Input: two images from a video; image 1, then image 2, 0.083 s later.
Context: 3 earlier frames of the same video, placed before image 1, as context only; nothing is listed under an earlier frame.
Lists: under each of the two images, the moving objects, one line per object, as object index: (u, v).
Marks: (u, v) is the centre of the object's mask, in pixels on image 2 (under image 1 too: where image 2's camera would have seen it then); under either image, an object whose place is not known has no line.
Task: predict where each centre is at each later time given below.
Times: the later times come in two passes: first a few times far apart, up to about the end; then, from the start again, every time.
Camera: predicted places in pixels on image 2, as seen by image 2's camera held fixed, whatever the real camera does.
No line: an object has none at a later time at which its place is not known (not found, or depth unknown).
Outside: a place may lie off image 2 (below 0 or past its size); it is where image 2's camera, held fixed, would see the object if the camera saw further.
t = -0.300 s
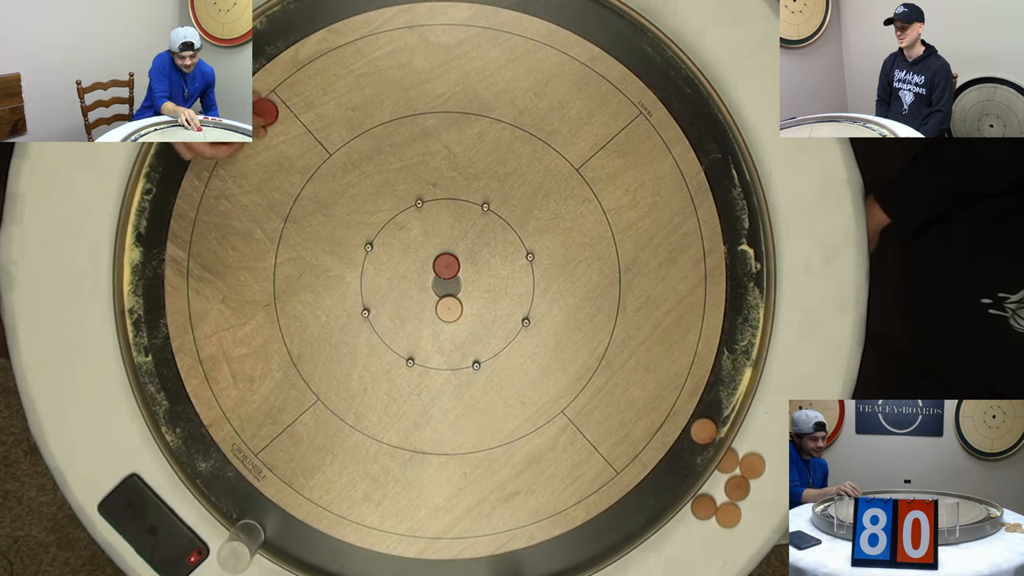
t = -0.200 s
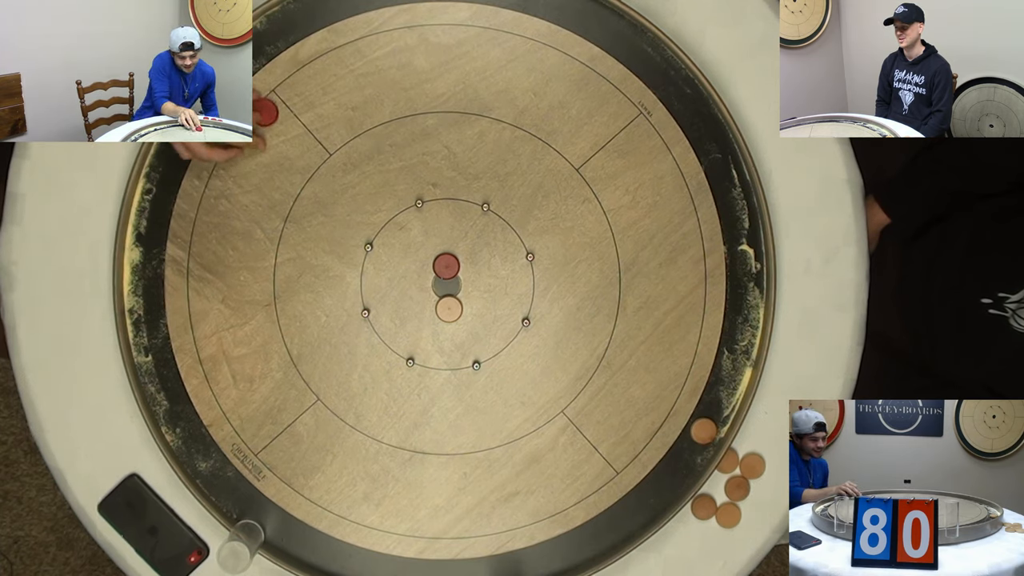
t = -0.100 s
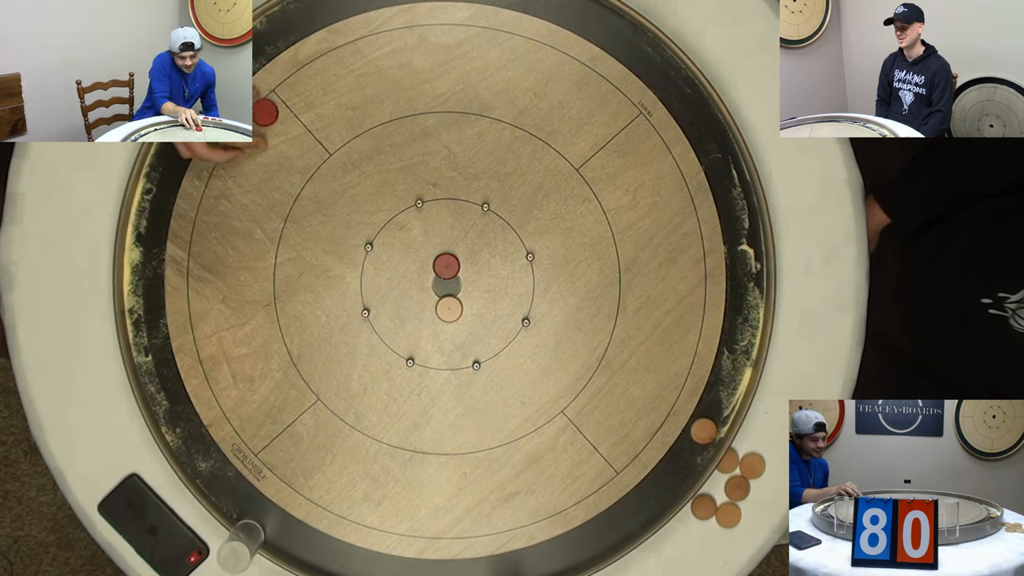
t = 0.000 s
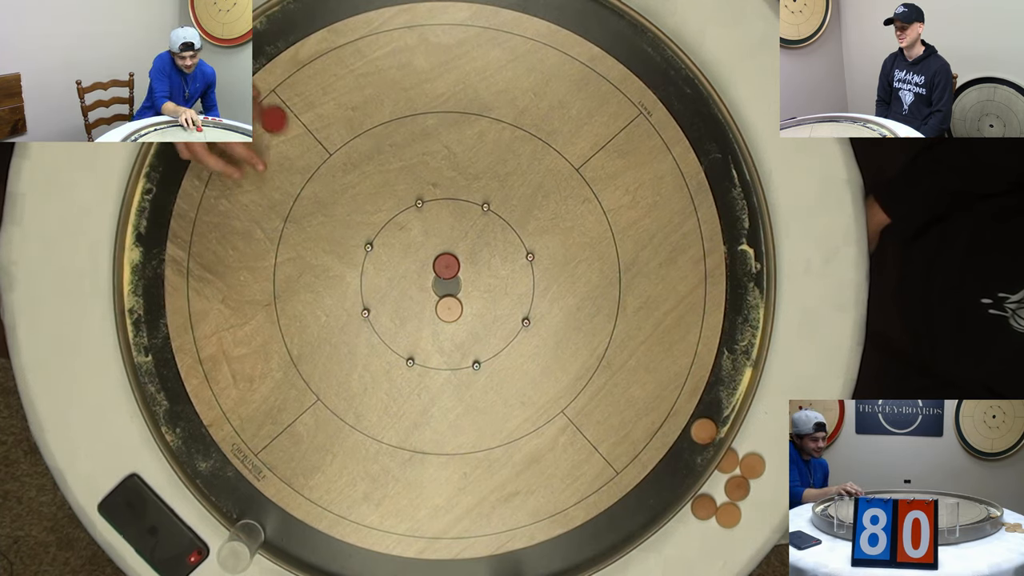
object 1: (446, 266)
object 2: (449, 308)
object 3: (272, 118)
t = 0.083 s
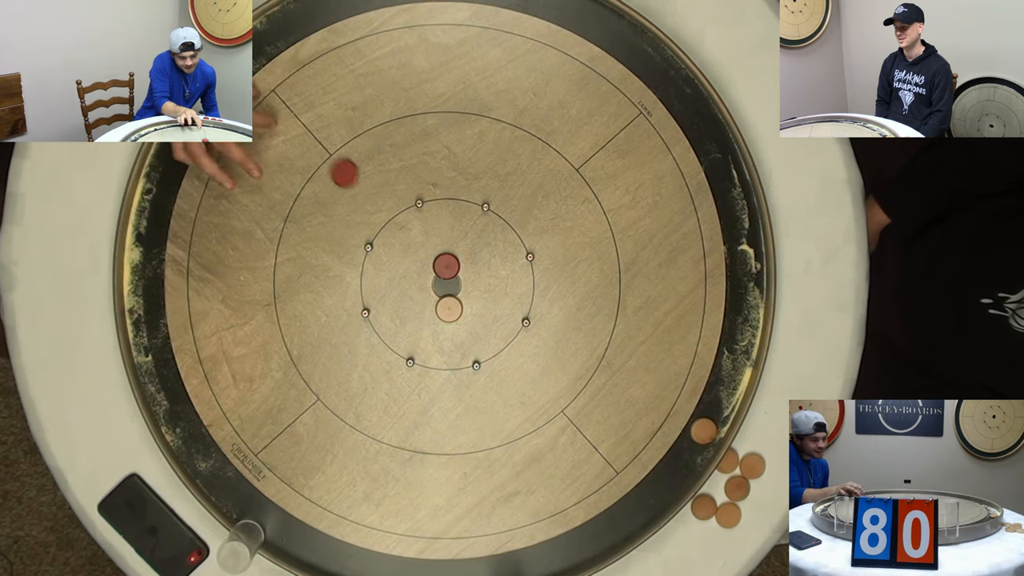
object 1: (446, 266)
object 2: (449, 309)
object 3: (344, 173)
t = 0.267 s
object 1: (478, 290)
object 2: (445, 325)
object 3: (454, 237)
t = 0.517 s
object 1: (553, 269)
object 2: (430, 382)
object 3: (492, 228)
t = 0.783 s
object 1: (595, 216)
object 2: (428, 387)
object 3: (498, 226)
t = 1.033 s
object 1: (616, 182)
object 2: (428, 387)
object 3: (498, 226)
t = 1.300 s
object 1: (630, 166)
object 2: (428, 387)
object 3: (498, 227)
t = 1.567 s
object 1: (633, 164)
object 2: (428, 387)
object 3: (498, 227)
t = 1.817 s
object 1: (633, 164)
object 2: (428, 387)
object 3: (498, 227)
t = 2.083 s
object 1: (633, 164)
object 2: (428, 387)
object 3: (498, 227)
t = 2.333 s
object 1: (633, 164)
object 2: (428, 387)
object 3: (498, 227)
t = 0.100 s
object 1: (446, 266)
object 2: (449, 308)
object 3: (358, 183)
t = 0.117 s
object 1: (446, 266)
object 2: (449, 308)
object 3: (371, 193)
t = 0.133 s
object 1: (446, 266)
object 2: (449, 308)
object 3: (385, 203)
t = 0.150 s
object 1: (446, 266)
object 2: (449, 309)
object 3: (397, 213)
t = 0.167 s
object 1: (446, 266)
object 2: (449, 308)
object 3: (411, 223)
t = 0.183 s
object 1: (446, 266)
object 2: (449, 309)
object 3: (424, 233)
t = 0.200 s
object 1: (448, 268)
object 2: (449, 308)
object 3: (435, 241)
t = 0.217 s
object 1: (455, 279)
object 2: (449, 308)
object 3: (440, 240)
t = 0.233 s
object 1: (463, 284)
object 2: (448, 313)
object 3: (445, 239)
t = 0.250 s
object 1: (470, 287)
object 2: (446, 319)
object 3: (449, 238)
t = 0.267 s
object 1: (478, 290)
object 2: (445, 325)
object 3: (454, 237)
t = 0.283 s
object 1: (486, 292)
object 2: (443, 331)
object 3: (458, 236)
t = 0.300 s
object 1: (493, 295)
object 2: (442, 336)
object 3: (461, 235)
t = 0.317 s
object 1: (500, 298)
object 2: (441, 341)
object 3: (465, 234)
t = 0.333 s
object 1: (506, 300)
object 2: (440, 346)
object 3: (468, 234)
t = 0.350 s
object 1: (513, 302)
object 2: (438, 351)
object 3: (471, 233)
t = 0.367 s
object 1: (520, 305)
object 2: (437, 355)
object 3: (474, 232)
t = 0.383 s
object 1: (524, 302)
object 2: (436, 359)
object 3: (477, 232)
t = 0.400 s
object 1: (528, 297)
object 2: (435, 363)
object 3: (479, 231)
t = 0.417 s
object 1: (532, 293)
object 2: (435, 367)
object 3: (482, 231)
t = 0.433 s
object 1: (536, 289)
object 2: (434, 370)
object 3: (484, 230)
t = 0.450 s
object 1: (539, 285)
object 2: (433, 373)
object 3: (486, 229)
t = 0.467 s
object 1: (543, 281)
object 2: (432, 375)
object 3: (488, 229)
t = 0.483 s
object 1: (546, 277)
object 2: (431, 378)
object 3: (489, 229)
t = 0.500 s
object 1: (550, 273)
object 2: (431, 380)
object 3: (491, 228)
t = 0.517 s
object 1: (553, 269)
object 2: (430, 382)
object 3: (492, 228)
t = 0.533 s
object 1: (556, 265)
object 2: (430, 383)
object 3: (494, 227)
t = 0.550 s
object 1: (559, 261)
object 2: (429, 384)
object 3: (495, 227)
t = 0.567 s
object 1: (562, 257)
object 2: (429, 385)
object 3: (496, 227)
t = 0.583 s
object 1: (565, 254)
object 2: (428, 386)
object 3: (496, 226)
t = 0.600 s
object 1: (568, 250)
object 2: (428, 386)
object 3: (497, 226)
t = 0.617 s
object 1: (571, 246)
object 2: (428, 387)
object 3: (497, 226)
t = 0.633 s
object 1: (574, 243)
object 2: (428, 387)
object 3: (497, 226)
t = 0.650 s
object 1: (577, 240)
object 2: (428, 387)
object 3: (498, 226)
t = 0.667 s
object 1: (580, 236)
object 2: (428, 387)
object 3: (498, 226)
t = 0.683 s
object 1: (582, 233)
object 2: (428, 387)
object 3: (498, 226)
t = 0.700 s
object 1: (585, 230)
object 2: (428, 387)
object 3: (498, 226)
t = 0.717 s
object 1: (587, 227)
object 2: (428, 387)
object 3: (497, 226)
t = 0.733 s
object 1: (589, 224)
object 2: (428, 387)
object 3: (498, 226)
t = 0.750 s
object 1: (591, 221)
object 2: (428, 387)
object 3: (498, 226)
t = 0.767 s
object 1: (593, 218)
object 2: (428, 387)
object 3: (498, 226)
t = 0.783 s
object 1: (595, 216)
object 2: (428, 387)
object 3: (498, 226)
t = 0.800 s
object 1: (597, 213)
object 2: (428, 387)
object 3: (498, 226)
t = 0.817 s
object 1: (599, 210)
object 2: (428, 387)
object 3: (498, 226)
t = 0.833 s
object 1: (601, 208)
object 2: (428, 387)
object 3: (498, 226)
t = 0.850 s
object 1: (602, 205)
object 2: (428, 387)
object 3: (498, 226)
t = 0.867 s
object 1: (604, 203)
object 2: (428, 387)
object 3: (498, 226)
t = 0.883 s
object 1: (605, 201)
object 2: (428, 387)
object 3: (498, 226)
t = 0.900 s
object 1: (607, 198)
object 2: (428, 387)
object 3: (498, 226)
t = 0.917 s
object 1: (608, 196)
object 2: (428, 387)
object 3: (498, 226)
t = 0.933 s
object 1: (609, 194)
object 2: (428, 387)
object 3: (498, 226)
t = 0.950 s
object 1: (611, 191)
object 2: (428, 387)
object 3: (498, 226)
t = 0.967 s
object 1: (612, 189)
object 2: (428, 387)
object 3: (498, 226)
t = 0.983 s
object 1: (613, 187)
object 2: (428, 387)
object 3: (498, 226)
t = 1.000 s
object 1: (614, 185)
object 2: (428, 387)
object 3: (498, 226)
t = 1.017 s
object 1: (615, 184)
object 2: (428, 387)
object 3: (498, 226)
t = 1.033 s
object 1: (616, 182)
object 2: (428, 387)
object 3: (498, 226)
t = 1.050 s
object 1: (617, 180)
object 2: (428, 387)
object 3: (498, 226)
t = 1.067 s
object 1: (618, 179)
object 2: (428, 387)
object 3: (498, 226)
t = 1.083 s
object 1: (619, 177)
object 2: (428, 387)
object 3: (498, 226)
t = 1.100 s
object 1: (620, 176)
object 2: (428, 387)
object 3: (498, 226)
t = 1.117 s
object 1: (621, 175)
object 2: (428, 387)
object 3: (498, 226)
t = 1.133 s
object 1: (622, 174)
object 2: (428, 387)
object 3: (498, 226)
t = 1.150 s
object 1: (623, 172)
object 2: (428, 387)
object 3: (498, 226)
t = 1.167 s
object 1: (624, 172)
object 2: (428, 387)
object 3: (498, 226)
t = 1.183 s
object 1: (625, 171)
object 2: (428, 387)
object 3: (498, 226)
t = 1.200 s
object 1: (625, 170)
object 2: (428, 387)
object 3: (498, 226)
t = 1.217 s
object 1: (626, 169)
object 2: (428, 387)
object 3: (498, 226)
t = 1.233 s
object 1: (627, 168)
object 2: (428, 387)
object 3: (498, 227)
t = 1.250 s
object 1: (628, 168)
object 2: (428, 387)
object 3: (498, 227)
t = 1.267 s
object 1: (629, 167)
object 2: (428, 387)
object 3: (498, 227)
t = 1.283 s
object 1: (630, 167)
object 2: (428, 387)
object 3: (498, 227)
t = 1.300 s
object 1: (630, 166)
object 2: (428, 387)
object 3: (498, 227)
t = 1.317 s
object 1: (631, 166)
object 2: (428, 387)
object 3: (498, 227)
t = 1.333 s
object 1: (631, 166)
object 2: (428, 387)
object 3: (498, 227)
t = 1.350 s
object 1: (632, 165)
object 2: (428, 387)
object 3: (498, 227)
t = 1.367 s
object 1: (632, 165)
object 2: (428, 387)
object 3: (498, 227)
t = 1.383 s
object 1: (632, 165)
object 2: (428, 387)
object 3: (498, 227)
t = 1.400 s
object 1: (633, 165)
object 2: (428, 387)
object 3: (498, 227)
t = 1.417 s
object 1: (633, 164)
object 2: (428, 387)
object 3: (498, 227)
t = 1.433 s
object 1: (633, 165)
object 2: (428, 387)
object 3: (498, 227)
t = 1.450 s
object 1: (633, 164)
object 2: (428, 387)
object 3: (498, 227)
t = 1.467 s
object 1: (633, 164)
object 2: (428, 387)
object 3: (498, 227)
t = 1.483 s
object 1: (633, 164)
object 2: (428, 387)
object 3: (498, 227)
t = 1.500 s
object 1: (633, 164)
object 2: (428, 387)
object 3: (498, 227)
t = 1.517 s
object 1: (633, 164)
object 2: (428, 387)
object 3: (498, 227)
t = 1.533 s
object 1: (633, 164)
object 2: (428, 387)
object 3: (498, 227)
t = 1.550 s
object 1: (633, 164)
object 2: (428, 387)
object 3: (498, 227)
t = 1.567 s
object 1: (633, 164)
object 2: (428, 387)
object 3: (498, 227)
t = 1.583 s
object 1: (633, 164)
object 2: (428, 387)
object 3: (498, 227)
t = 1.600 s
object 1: (633, 164)
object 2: (428, 387)
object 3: (498, 227)
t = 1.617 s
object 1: (633, 164)
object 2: (428, 387)
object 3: (498, 227)
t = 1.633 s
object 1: (633, 164)
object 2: (428, 387)
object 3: (498, 227)
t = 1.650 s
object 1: (633, 164)
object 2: (428, 387)
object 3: (498, 227)
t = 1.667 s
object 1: (633, 164)
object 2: (428, 387)
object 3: (498, 227)
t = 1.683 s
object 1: (633, 164)
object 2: (428, 387)
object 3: (498, 227)
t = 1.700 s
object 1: (633, 164)
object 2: (428, 387)
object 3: (498, 227)
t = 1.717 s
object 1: (633, 164)
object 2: (428, 387)
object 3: (498, 227)
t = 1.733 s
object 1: (633, 164)
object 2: (428, 387)
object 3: (498, 227)
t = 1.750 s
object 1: (633, 164)
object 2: (428, 387)
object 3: (498, 227)
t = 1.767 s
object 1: (633, 164)
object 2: (428, 387)
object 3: (498, 227)
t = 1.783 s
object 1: (633, 164)
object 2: (428, 387)
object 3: (498, 227)
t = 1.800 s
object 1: (633, 164)
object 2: (428, 387)
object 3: (498, 227)
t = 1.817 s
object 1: (633, 164)
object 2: (428, 387)
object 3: (498, 227)
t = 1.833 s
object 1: (633, 164)
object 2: (428, 387)
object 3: (498, 227)
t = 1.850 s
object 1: (633, 164)
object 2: (428, 387)
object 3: (498, 227)
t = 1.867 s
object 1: (633, 164)
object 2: (428, 387)
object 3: (498, 227)
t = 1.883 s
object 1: (633, 164)
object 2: (428, 387)
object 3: (498, 227)
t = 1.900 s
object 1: (633, 164)
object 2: (428, 387)
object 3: (498, 227)
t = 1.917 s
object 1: (633, 164)
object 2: (428, 387)
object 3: (498, 227)
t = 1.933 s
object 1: (633, 164)
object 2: (428, 387)
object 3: (498, 227)
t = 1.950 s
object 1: (633, 164)
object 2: (428, 387)
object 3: (498, 227)
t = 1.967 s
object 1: (633, 164)
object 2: (428, 387)
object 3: (498, 227)
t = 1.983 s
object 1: (633, 164)
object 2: (428, 387)
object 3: (498, 227)
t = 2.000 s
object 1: (633, 164)
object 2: (428, 387)
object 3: (498, 227)
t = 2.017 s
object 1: (633, 164)
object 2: (428, 387)
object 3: (498, 227)
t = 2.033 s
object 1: (633, 164)
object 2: (428, 387)
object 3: (498, 227)
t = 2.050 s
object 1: (633, 164)
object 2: (428, 387)
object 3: (498, 227)
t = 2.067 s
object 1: (633, 164)
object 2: (428, 387)
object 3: (498, 227)
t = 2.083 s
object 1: (633, 164)
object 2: (428, 387)
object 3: (498, 227)
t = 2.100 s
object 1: (633, 164)
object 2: (428, 387)
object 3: (498, 227)
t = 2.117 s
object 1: (633, 164)
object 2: (428, 387)
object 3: (498, 227)
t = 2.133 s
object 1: (633, 164)
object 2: (428, 387)
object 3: (498, 227)
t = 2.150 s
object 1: (633, 164)
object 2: (428, 387)
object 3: (498, 227)
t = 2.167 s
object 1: (633, 164)
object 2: (428, 387)
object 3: (498, 227)
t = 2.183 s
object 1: (633, 164)
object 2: (428, 387)
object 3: (498, 227)
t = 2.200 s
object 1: (633, 164)
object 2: (428, 387)
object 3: (498, 227)
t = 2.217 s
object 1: (633, 164)
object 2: (428, 387)
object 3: (498, 227)
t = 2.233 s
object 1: (633, 164)
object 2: (428, 387)
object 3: (498, 227)
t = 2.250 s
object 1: (633, 164)
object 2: (428, 387)
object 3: (498, 227)
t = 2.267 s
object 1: (633, 164)
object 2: (428, 387)
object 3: (498, 227)
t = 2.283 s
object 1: (633, 164)
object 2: (428, 387)
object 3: (498, 227)
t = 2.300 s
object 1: (633, 164)
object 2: (428, 387)
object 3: (498, 227)
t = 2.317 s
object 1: (633, 164)
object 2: (428, 387)
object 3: (498, 227)
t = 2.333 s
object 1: (633, 164)
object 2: (428, 387)
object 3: (498, 227)
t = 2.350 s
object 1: (633, 164)
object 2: (428, 387)
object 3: (498, 227)
